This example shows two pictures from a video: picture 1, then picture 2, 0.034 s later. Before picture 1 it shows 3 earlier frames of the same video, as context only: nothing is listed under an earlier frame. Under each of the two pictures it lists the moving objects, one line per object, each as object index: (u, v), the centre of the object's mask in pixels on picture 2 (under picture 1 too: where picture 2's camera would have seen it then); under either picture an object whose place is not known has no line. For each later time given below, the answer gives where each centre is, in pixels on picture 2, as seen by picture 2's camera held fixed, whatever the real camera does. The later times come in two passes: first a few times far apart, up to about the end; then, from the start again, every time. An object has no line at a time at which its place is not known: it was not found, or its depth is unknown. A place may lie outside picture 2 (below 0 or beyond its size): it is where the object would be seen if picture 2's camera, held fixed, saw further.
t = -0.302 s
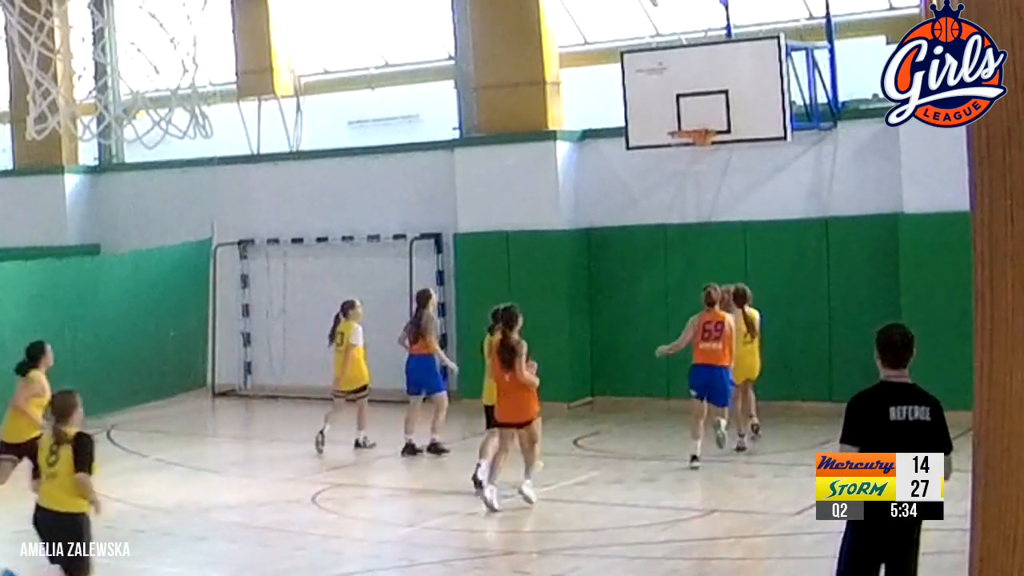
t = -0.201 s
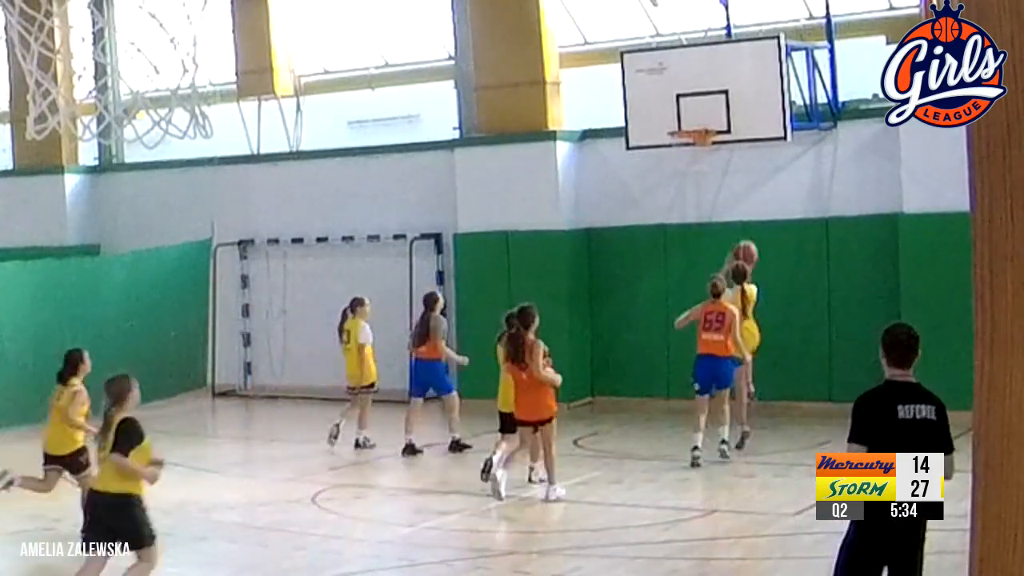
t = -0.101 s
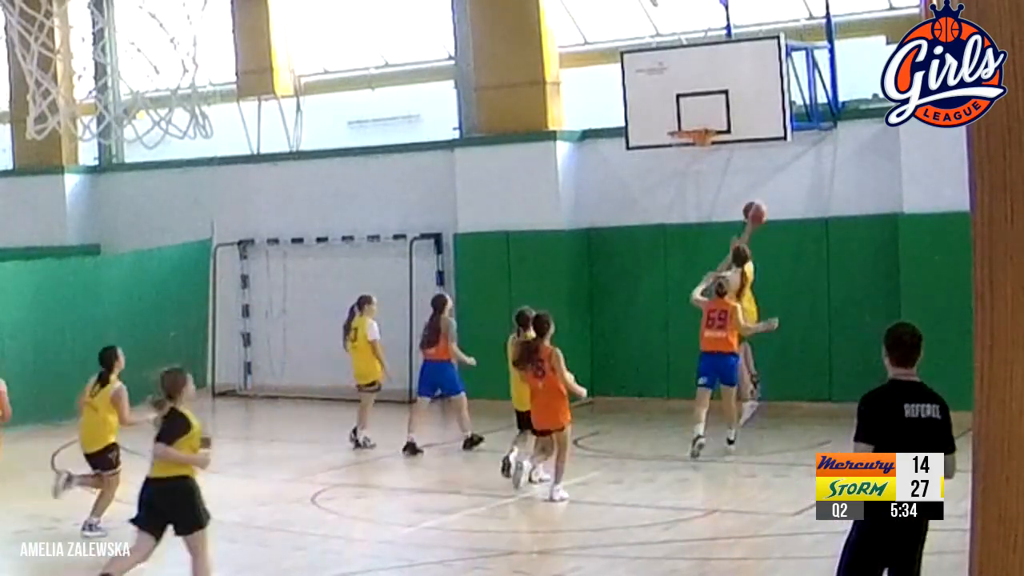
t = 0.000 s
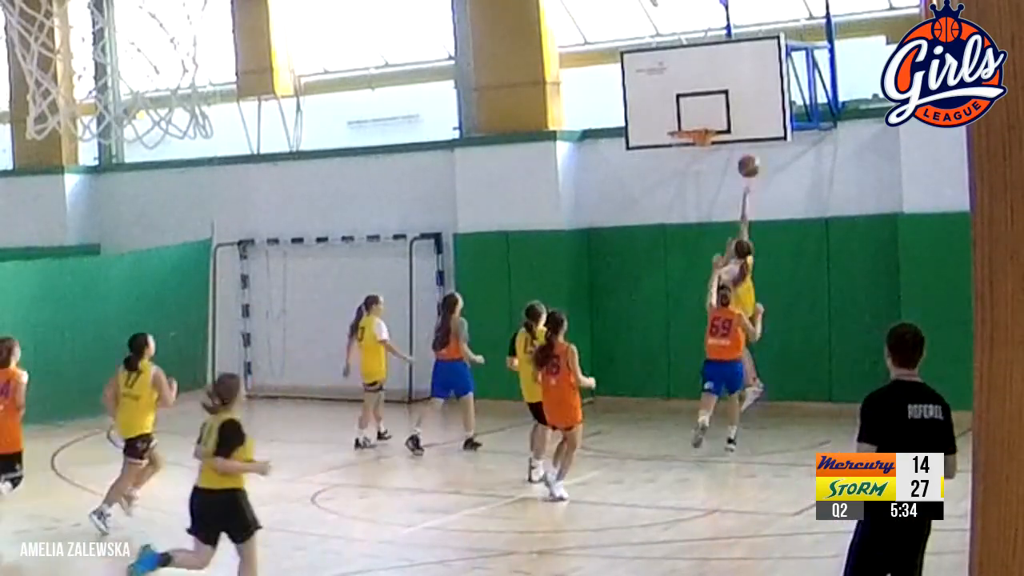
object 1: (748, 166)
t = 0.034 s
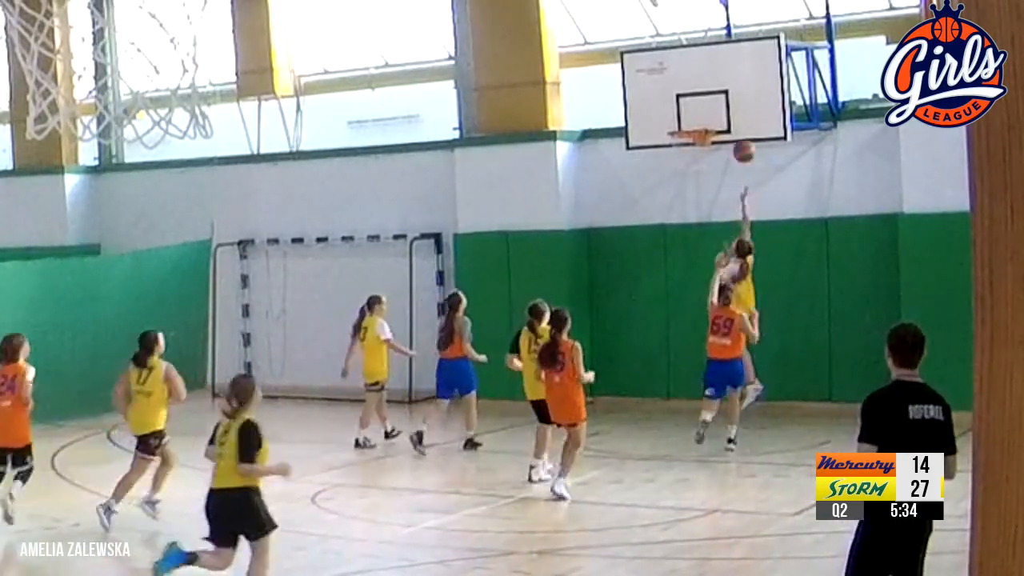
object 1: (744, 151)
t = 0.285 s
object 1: (711, 78)
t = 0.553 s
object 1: (688, 85)
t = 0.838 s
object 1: (700, 133)
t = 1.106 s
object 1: (665, 187)
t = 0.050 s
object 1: (742, 144)
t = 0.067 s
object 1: (740, 137)
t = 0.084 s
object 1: (737, 130)
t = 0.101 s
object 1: (734, 125)
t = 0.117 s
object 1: (732, 119)
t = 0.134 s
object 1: (729, 113)
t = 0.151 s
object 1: (727, 108)
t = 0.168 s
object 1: (725, 102)
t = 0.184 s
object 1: (723, 98)
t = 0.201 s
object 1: (720, 94)
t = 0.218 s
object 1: (718, 90)
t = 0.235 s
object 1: (716, 85)
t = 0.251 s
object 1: (714, 82)
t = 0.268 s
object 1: (713, 80)
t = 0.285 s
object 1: (711, 78)
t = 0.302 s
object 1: (709, 77)
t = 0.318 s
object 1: (709, 75)
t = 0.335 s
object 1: (707, 74)
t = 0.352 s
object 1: (705, 73)
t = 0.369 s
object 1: (703, 73)
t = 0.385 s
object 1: (702, 72)
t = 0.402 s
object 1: (701, 72)
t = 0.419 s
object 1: (700, 73)
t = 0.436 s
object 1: (698, 74)
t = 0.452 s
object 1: (697, 74)
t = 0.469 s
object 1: (695, 76)
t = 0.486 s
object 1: (694, 77)
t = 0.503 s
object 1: (693, 78)
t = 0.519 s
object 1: (691, 80)
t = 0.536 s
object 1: (690, 83)
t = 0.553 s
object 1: (688, 85)
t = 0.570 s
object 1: (687, 87)
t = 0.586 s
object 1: (686, 91)
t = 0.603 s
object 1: (685, 94)
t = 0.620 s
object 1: (684, 97)
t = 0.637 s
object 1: (682, 101)
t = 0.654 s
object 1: (681, 105)
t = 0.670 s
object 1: (680, 110)
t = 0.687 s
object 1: (679, 115)
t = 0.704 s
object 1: (677, 119)
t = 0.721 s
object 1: (676, 124)
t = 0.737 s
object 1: (678, 125)
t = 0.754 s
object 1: (683, 127)
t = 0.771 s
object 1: (689, 129)
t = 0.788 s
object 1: (694, 130)
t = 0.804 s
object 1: (697, 131)
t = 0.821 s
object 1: (700, 131)
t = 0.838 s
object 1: (700, 133)
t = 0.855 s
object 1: (700, 133)
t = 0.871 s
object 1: (696, 139)
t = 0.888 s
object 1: (695, 144)
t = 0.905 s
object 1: (691, 145)
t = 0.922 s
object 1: (688, 149)
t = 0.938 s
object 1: (686, 151)
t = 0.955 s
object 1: (684, 152)
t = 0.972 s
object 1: (682, 156)
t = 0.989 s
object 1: (679, 159)
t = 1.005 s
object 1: (677, 163)
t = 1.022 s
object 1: (675, 166)
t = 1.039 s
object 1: (673, 169)
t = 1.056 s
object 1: (672, 174)
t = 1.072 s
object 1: (669, 178)
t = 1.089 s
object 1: (667, 182)
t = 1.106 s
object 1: (665, 187)
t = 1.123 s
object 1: (664, 193)
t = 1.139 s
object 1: (661, 198)
